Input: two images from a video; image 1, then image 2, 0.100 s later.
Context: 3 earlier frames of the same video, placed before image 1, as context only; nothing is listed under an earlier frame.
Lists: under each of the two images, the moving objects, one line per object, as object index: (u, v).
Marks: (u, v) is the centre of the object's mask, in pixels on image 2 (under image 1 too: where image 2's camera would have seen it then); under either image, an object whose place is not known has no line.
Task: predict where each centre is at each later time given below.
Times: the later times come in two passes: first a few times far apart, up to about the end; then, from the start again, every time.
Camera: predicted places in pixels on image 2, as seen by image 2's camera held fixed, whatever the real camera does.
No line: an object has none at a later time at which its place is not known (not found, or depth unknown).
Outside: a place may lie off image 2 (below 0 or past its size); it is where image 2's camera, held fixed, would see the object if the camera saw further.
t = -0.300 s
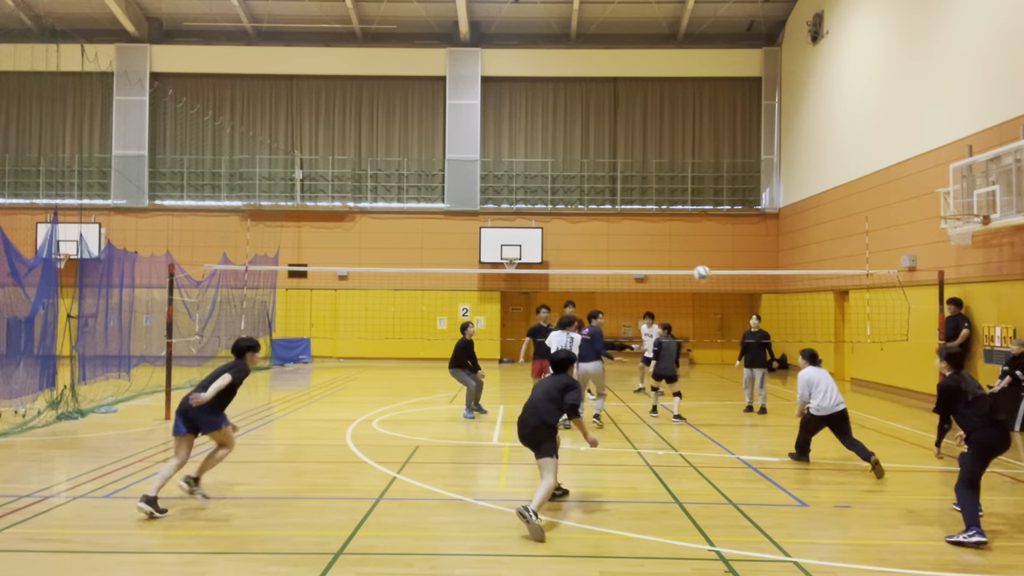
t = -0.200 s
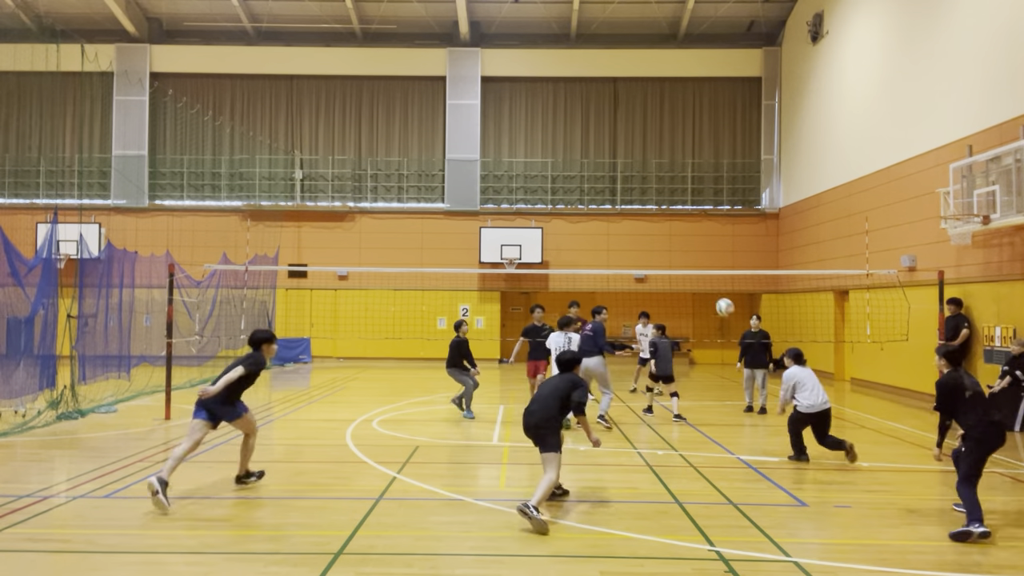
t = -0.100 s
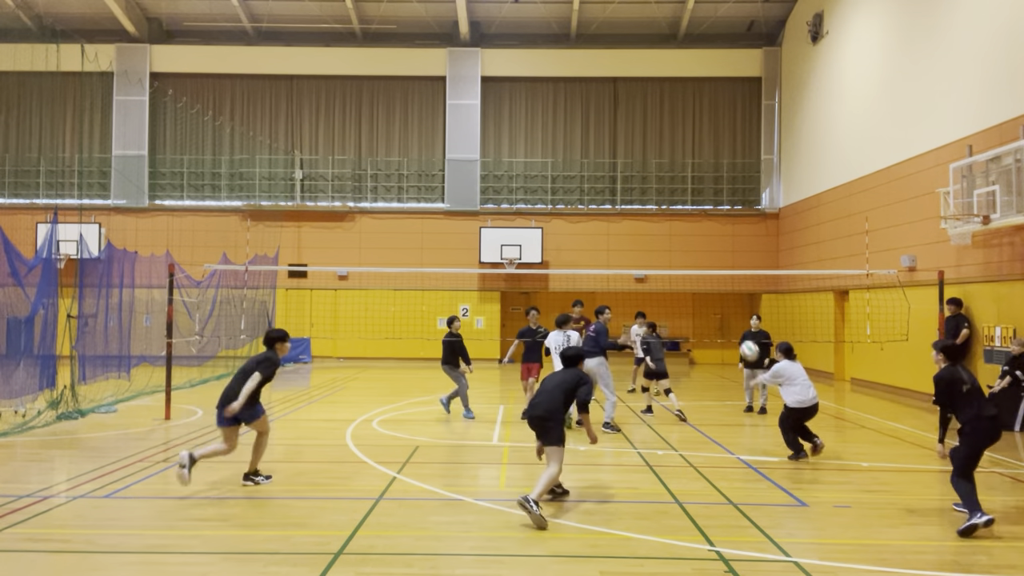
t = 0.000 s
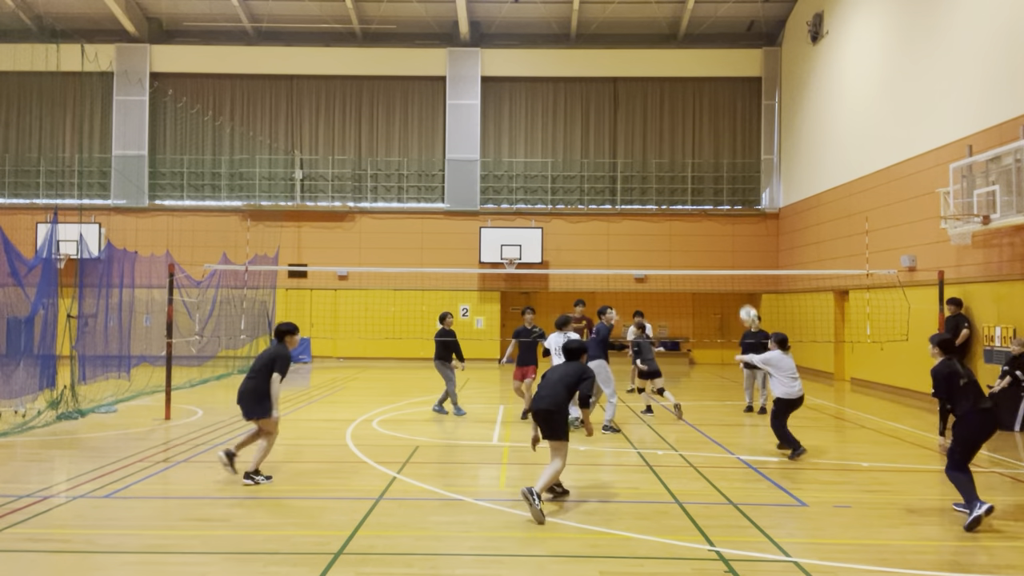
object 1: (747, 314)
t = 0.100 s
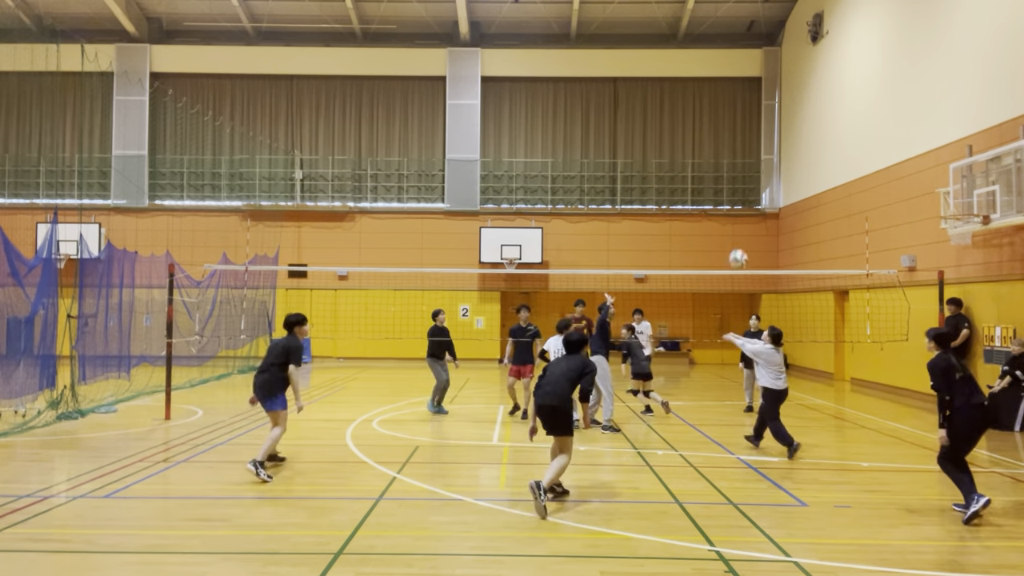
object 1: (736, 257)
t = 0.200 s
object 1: (729, 212)
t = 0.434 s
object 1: (708, 138)
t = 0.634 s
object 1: (690, 112)
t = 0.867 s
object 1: (671, 121)
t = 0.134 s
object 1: (734, 240)
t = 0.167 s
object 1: (731, 226)
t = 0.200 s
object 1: (729, 212)
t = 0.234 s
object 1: (724, 197)
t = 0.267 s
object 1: (722, 185)
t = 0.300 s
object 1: (718, 174)
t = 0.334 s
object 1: (714, 164)
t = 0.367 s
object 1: (712, 154)
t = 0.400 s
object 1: (710, 146)
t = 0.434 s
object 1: (708, 138)
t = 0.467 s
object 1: (704, 131)
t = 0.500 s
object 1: (701, 125)
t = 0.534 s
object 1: (698, 121)
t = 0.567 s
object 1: (695, 117)
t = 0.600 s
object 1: (692, 114)
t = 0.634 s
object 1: (690, 112)
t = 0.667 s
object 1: (688, 111)
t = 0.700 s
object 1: (685, 110)
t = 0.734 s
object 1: (681, 109)
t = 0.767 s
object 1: (680, 112)
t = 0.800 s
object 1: (677, 114)
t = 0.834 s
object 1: (674, 117)
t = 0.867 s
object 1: (671, 121)
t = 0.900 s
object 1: (669, 125)
